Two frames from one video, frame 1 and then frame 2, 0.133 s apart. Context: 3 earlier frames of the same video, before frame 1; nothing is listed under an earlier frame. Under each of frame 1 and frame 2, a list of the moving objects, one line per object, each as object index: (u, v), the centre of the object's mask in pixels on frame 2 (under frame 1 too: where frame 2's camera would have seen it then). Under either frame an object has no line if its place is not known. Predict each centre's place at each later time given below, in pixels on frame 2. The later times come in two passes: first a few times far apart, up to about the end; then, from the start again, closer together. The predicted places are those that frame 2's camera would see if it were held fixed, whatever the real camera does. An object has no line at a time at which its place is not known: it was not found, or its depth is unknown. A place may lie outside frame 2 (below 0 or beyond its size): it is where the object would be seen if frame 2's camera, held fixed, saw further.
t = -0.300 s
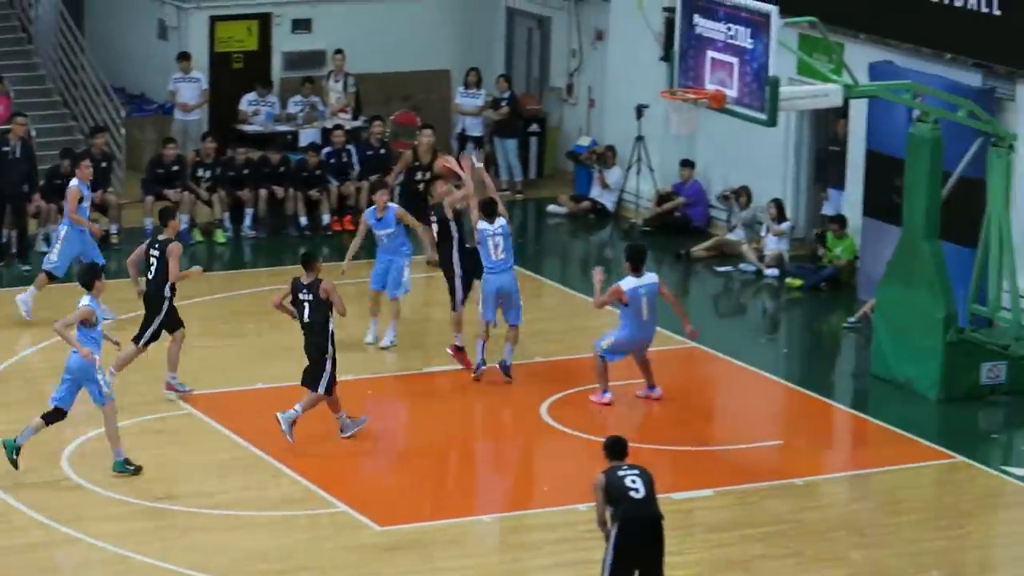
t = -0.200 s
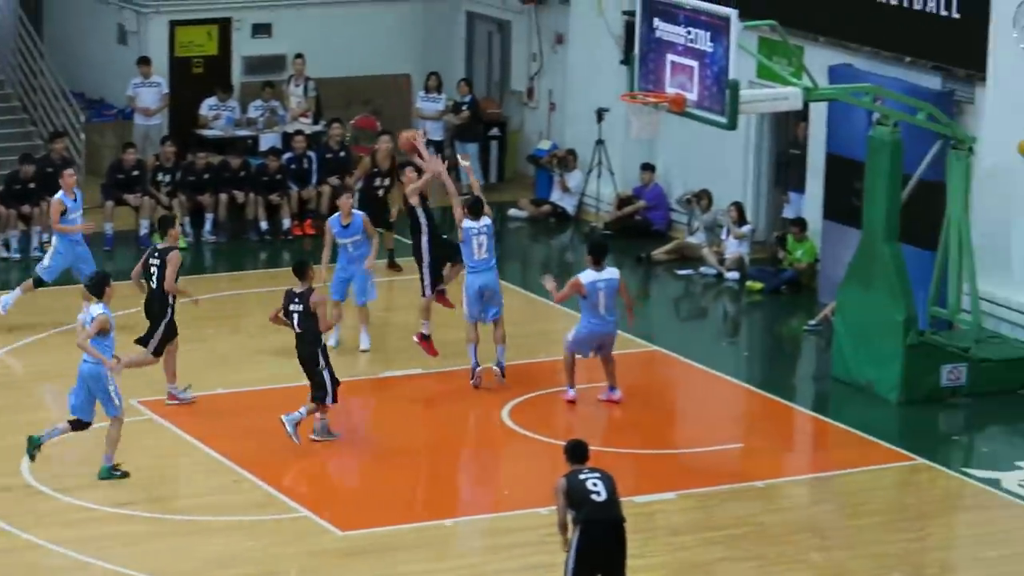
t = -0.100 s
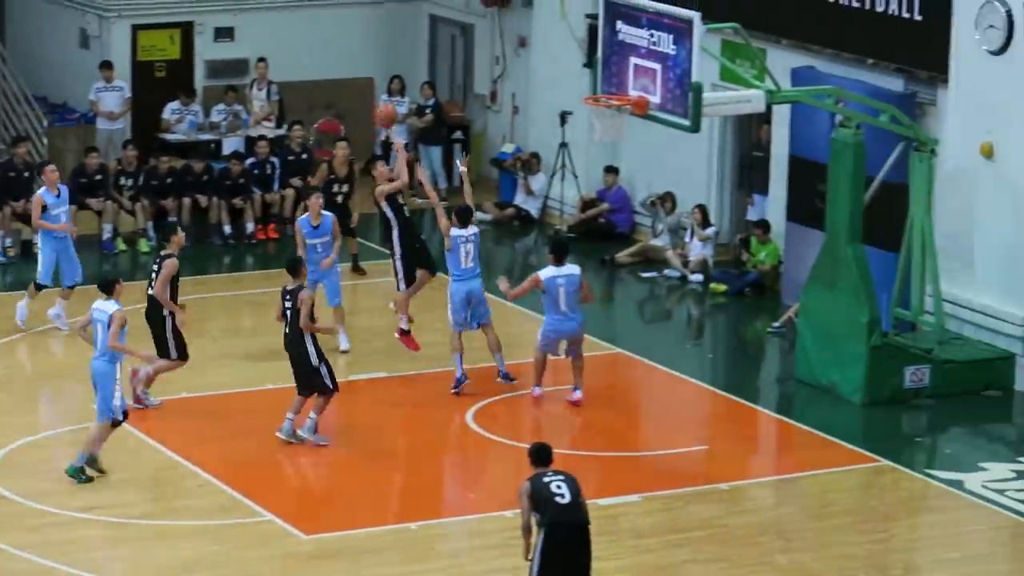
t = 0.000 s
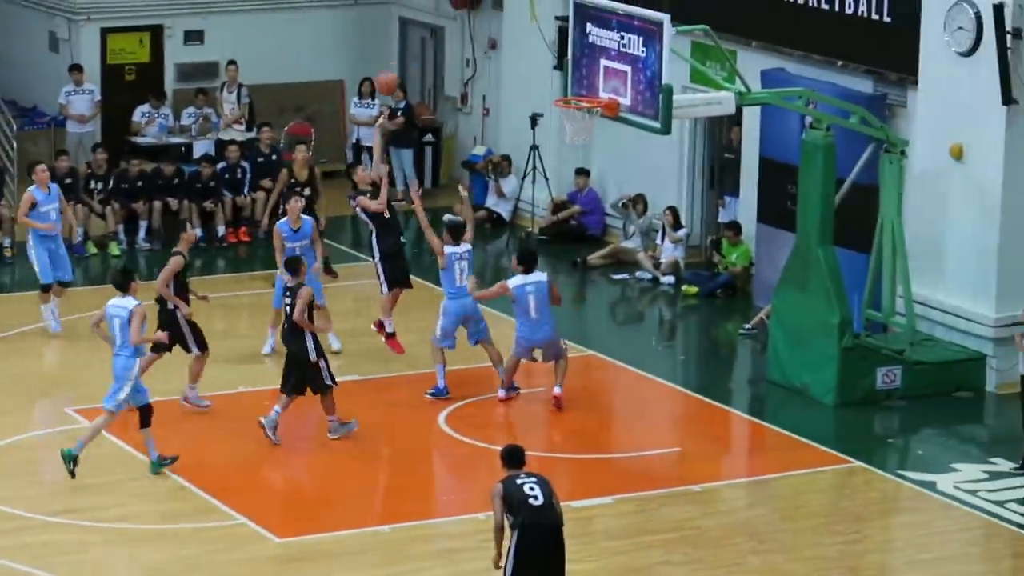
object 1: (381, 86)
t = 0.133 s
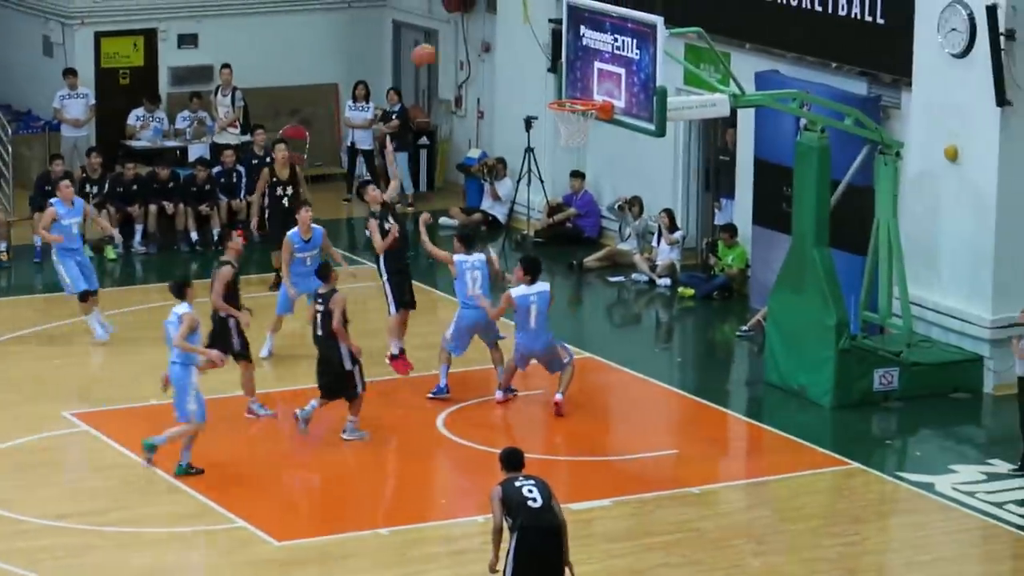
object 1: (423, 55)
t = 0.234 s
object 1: (459, 43)
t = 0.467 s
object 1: (540, 55)
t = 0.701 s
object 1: (595, 75)
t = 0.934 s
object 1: (597, 56)
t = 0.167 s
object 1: (435, 51)
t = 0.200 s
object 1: (447, 47)
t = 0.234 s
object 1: (459, 43)
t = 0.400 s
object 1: (516, 45)
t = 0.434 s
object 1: (528, 49)
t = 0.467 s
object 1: (540, 55)
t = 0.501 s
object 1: (551, 61)
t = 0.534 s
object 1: (563, 68)
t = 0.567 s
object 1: (575, 76)
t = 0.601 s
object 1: (585, 86)
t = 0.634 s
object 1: (593, 91)
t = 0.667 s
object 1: (594, 82)
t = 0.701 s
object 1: (595, 75)
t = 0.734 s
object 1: (595, 69)
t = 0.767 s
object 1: (596, 64)
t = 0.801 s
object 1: (596, 60)
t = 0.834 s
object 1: (596, 57)
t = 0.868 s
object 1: (596, 56)
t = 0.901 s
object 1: (597, 56)
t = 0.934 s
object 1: (597, 56)
